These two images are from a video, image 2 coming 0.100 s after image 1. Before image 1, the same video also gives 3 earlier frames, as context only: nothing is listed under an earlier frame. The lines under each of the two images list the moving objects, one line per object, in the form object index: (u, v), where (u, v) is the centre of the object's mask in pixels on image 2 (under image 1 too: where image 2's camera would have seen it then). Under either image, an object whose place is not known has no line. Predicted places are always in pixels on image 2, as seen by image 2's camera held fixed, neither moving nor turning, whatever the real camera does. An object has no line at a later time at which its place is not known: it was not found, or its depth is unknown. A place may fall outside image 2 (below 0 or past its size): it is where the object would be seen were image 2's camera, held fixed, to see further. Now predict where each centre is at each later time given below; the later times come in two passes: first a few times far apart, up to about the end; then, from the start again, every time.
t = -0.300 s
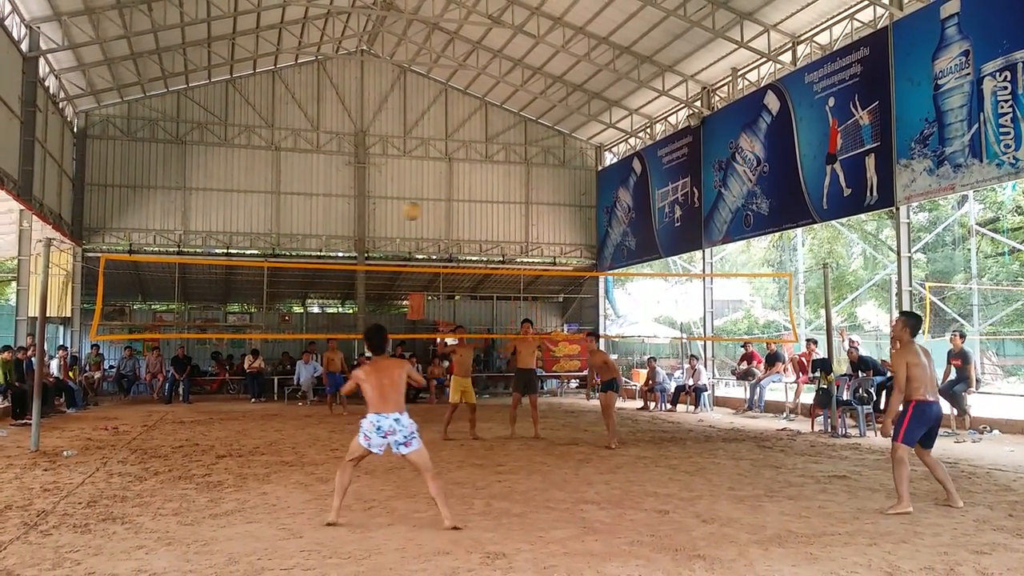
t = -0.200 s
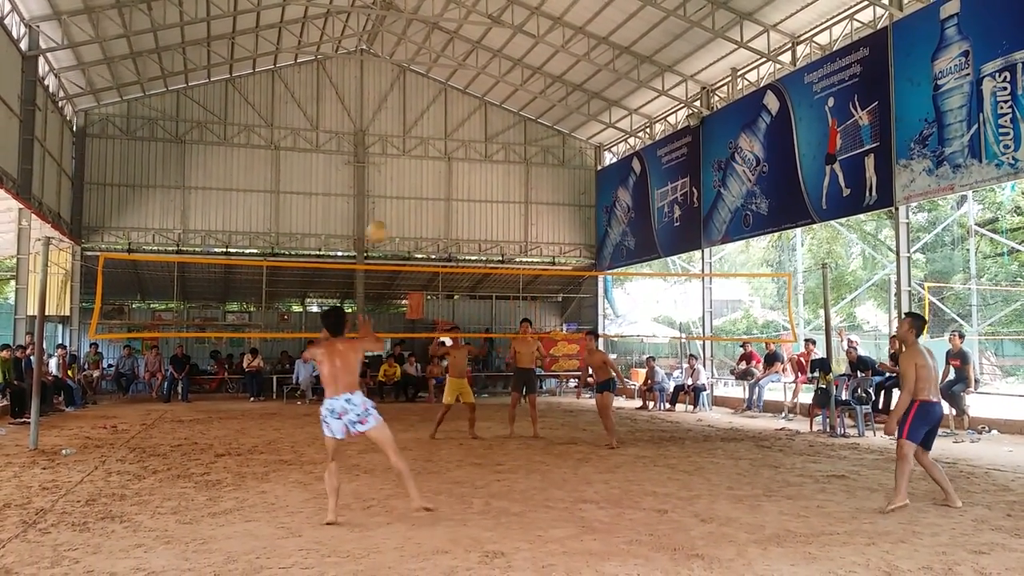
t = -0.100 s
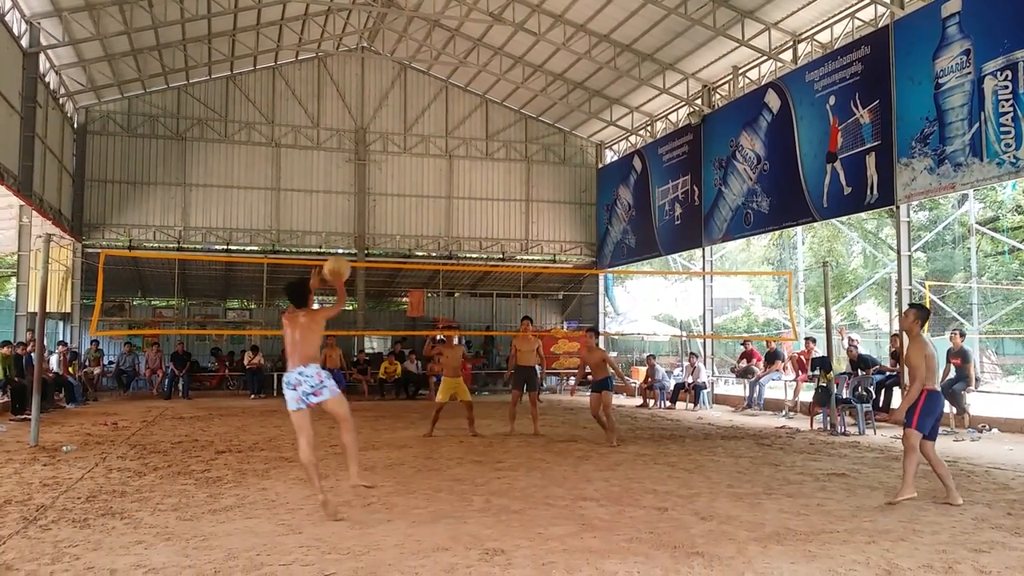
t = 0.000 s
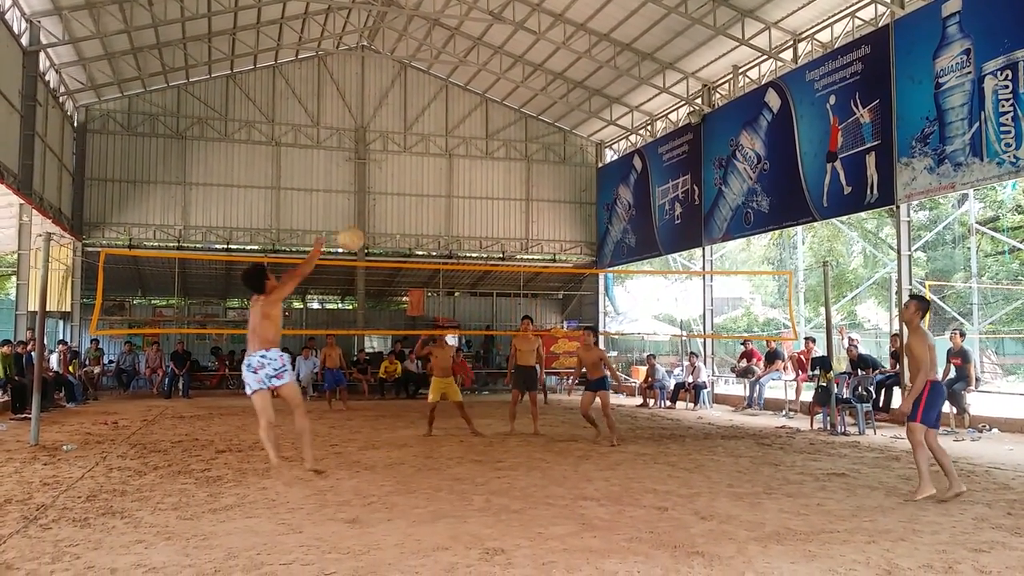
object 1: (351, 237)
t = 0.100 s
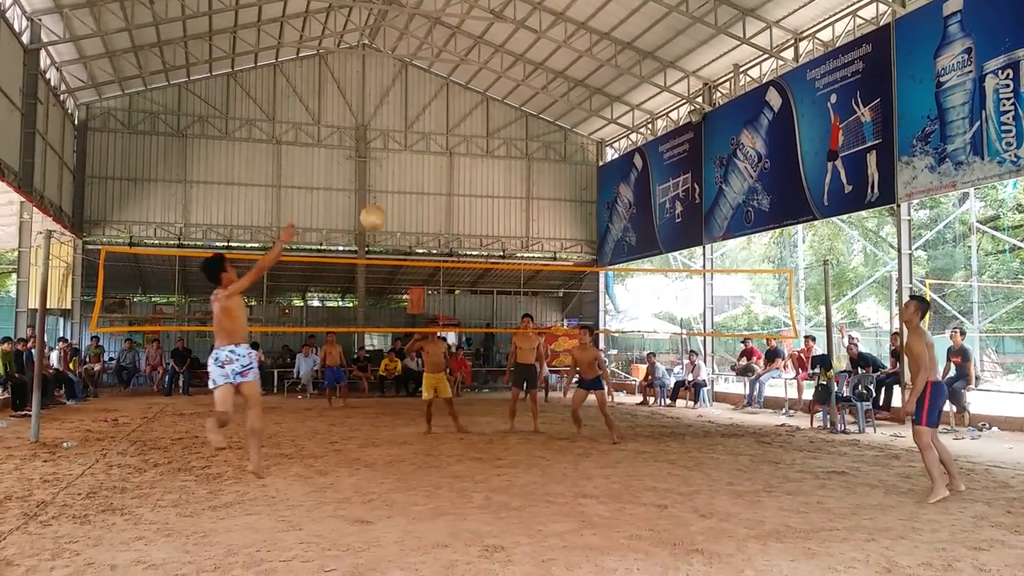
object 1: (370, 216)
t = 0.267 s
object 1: (407, 210)
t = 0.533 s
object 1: (459, 264)
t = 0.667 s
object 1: (483, 320)
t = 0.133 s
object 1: (375, 210)
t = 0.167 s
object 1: (386, 210)
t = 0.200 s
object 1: (393, 209)
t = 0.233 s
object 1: (400, 209)
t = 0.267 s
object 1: (407, 210)
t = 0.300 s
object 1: (414, 213)
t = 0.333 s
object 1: (421, 216)
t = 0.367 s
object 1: (427, 221)
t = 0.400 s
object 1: (434, 227)
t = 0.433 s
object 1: (440, 235)
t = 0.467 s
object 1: (446, 244)
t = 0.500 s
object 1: (452, 253)
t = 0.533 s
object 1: (459, 264)
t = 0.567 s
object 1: (465, 277)
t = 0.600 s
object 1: (471, 289)
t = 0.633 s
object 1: (477, 305)
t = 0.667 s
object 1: (483, 320)
